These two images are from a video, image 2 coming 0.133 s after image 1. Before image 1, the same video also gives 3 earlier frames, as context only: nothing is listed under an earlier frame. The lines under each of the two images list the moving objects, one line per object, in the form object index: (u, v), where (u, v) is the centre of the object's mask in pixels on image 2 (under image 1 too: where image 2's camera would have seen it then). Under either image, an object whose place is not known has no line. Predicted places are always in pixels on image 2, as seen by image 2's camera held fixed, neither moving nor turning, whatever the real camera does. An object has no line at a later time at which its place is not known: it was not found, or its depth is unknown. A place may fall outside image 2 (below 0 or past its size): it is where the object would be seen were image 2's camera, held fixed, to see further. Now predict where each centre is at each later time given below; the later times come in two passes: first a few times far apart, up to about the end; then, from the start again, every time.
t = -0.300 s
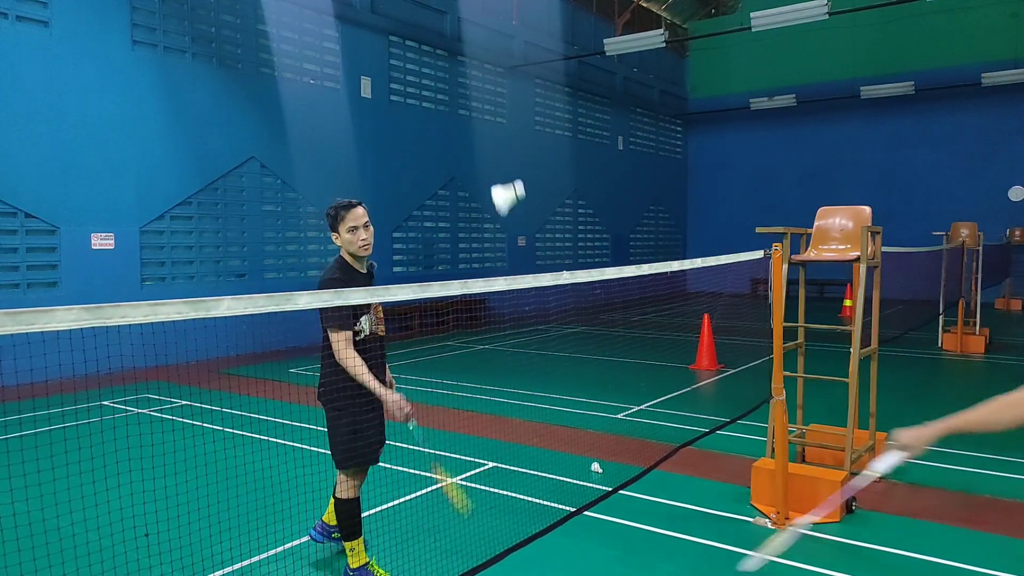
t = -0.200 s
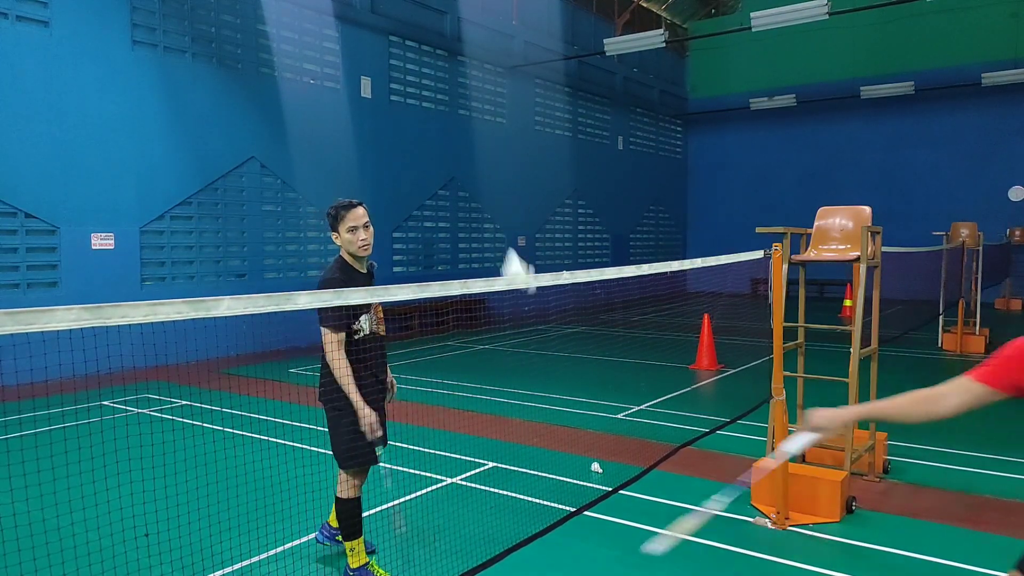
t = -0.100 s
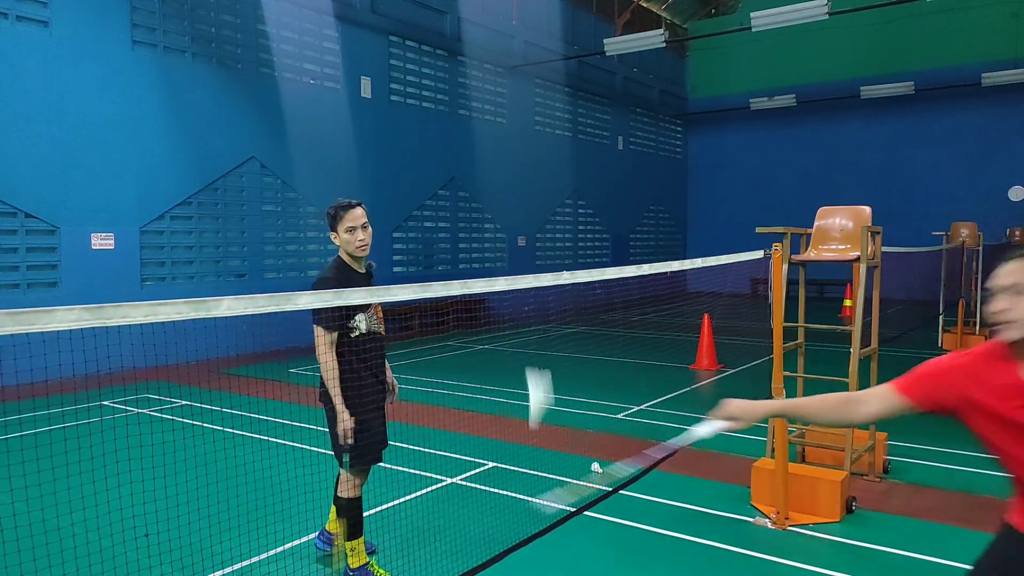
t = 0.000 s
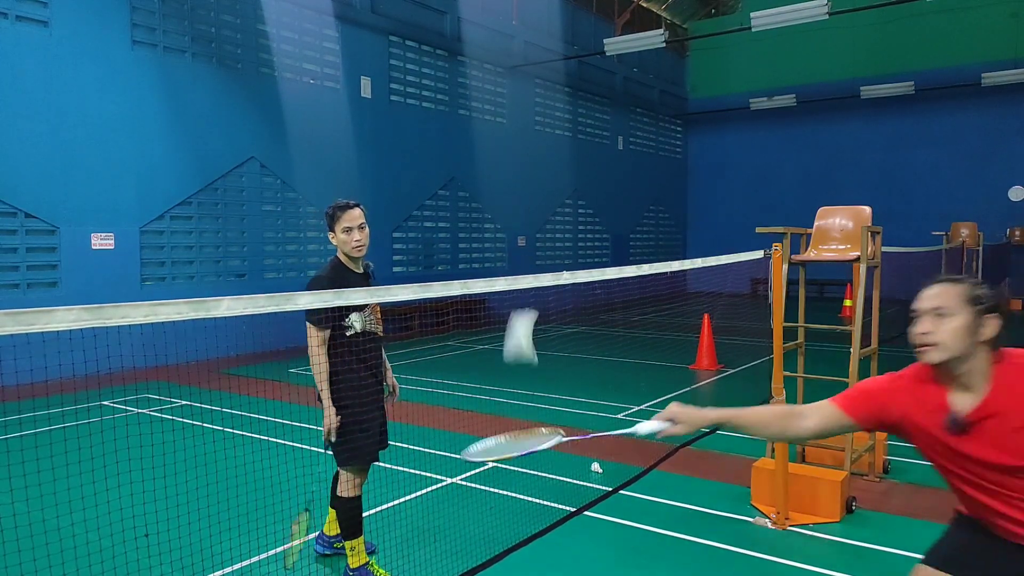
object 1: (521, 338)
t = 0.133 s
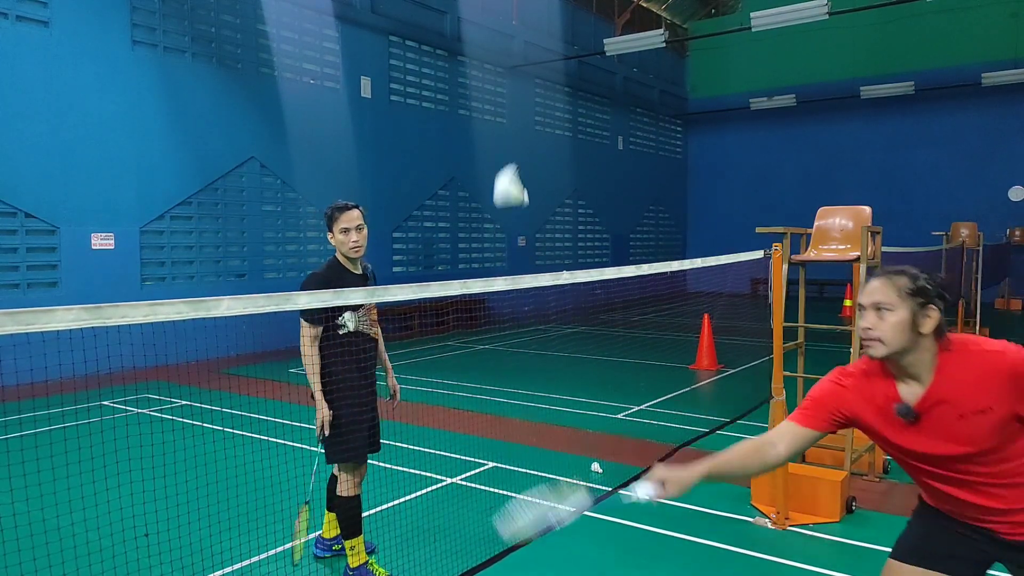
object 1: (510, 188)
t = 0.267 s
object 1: (522, 132)
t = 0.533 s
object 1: (522, 187)
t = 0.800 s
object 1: (510, 451)
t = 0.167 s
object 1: (515, 159)
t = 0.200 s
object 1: (522, 145)
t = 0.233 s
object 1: (523, 136)
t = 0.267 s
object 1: (522, 132)
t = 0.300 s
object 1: (515, 129)
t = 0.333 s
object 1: (509, 124)
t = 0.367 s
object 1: (506, 121)
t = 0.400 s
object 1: (508, 122)
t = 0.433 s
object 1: (512, 129)
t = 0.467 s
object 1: (517, 142)
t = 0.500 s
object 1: (521, 163)
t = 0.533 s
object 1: (522, 187)
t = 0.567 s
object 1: (521, 214)
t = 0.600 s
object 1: (521, 242)
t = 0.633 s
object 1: (520, 271)
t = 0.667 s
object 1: (517, 306)
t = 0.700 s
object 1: (516, 337)
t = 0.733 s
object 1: (513, 371)
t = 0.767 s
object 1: (509, 412)
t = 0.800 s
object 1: (510, 451)
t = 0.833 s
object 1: (511, 492)
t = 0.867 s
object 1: (515, 530)
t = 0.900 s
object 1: (518, 559)
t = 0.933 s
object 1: (511, 567)
